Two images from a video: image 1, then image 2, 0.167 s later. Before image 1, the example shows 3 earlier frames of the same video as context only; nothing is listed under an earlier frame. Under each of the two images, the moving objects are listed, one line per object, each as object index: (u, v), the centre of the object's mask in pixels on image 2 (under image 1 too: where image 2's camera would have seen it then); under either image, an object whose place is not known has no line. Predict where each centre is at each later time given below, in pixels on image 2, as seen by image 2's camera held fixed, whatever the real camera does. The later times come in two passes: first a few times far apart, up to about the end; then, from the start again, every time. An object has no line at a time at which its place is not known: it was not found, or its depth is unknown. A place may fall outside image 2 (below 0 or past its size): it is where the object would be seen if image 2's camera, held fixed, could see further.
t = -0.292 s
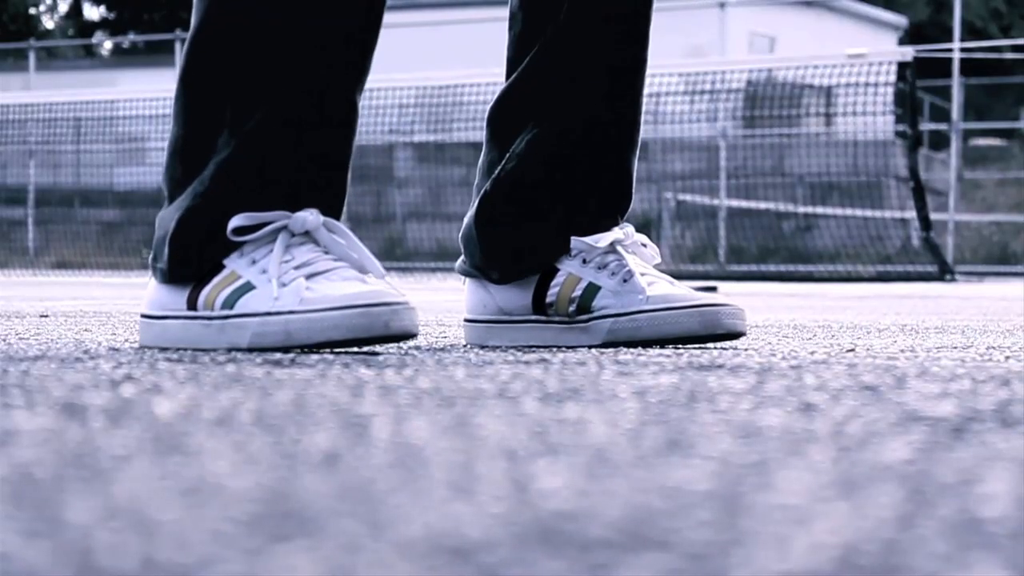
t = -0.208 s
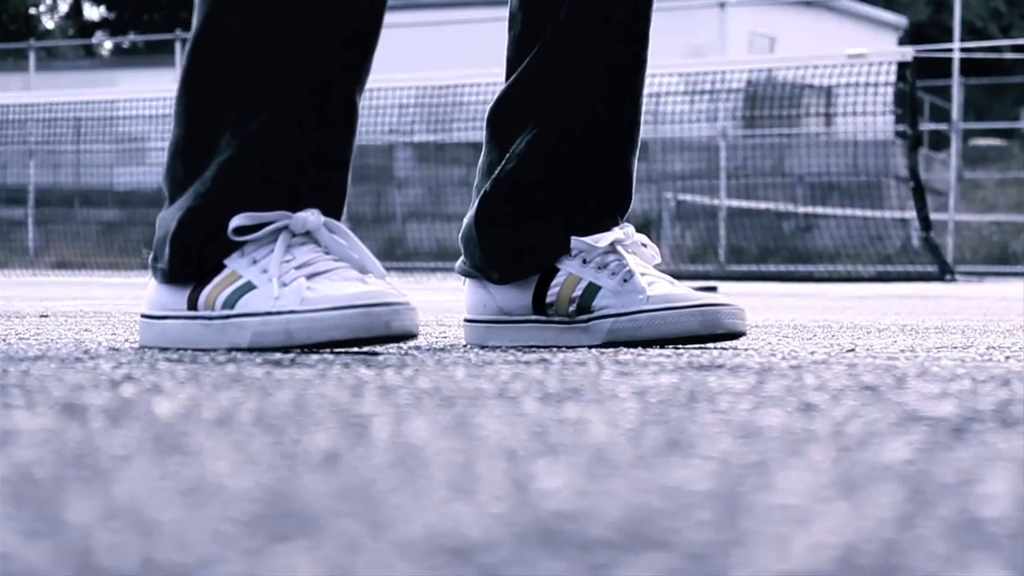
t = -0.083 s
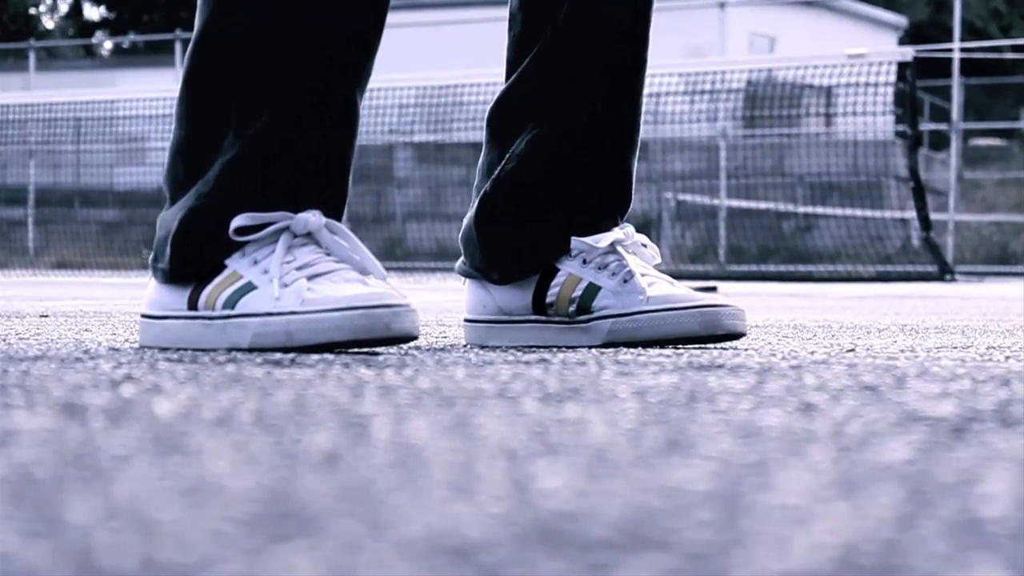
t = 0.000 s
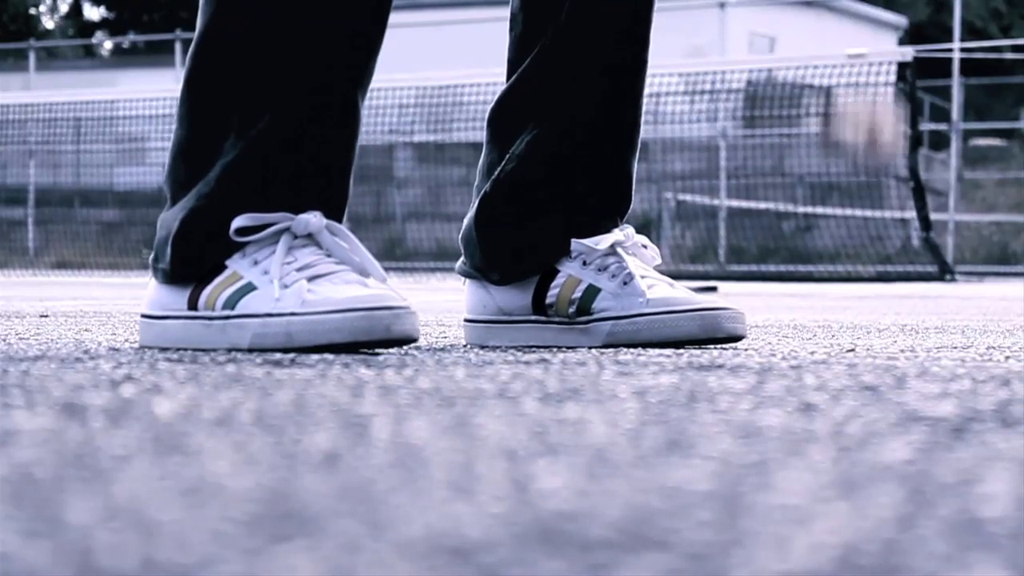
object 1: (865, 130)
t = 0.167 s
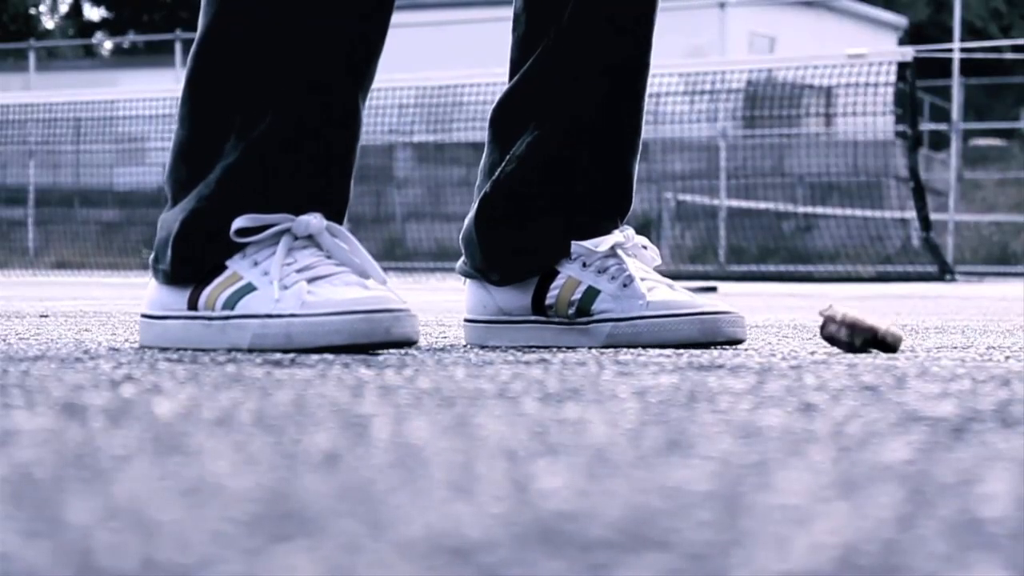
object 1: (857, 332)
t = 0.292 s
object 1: (866, 326)
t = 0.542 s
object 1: (870, 326)
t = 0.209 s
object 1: (862, 329)
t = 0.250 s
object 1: (864, 328)
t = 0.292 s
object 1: (866, 326)
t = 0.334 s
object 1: (866, 327)
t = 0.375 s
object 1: (867, 326)
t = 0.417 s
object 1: (868, 326)
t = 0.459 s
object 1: (869, 326)
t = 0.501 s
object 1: (870, 326)
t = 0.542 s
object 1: (870, 326)
